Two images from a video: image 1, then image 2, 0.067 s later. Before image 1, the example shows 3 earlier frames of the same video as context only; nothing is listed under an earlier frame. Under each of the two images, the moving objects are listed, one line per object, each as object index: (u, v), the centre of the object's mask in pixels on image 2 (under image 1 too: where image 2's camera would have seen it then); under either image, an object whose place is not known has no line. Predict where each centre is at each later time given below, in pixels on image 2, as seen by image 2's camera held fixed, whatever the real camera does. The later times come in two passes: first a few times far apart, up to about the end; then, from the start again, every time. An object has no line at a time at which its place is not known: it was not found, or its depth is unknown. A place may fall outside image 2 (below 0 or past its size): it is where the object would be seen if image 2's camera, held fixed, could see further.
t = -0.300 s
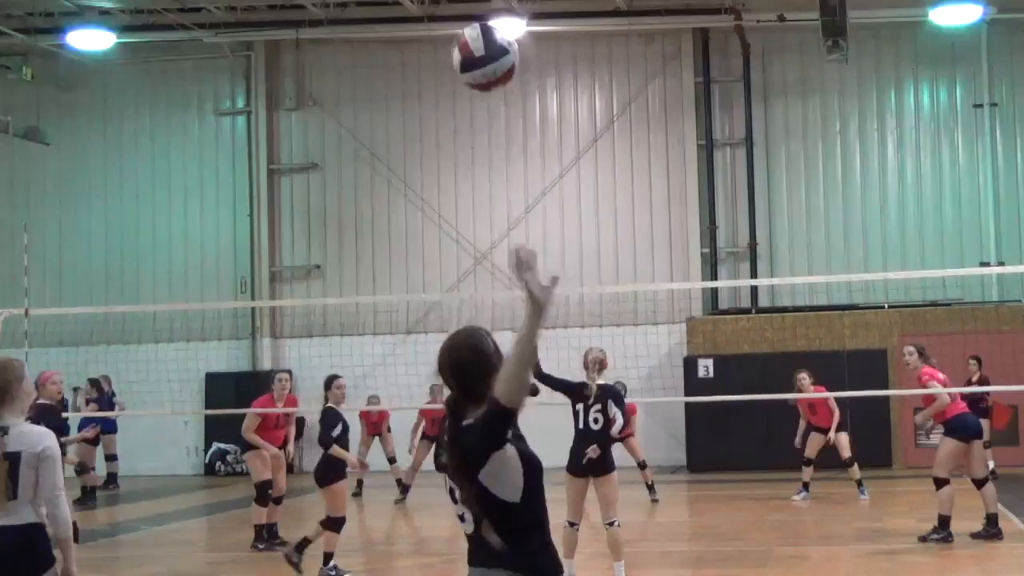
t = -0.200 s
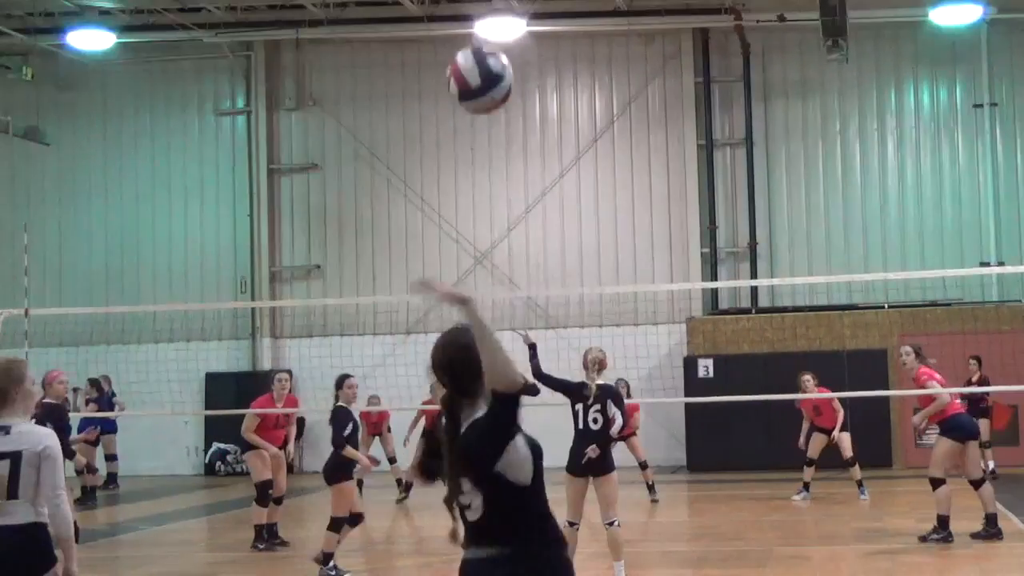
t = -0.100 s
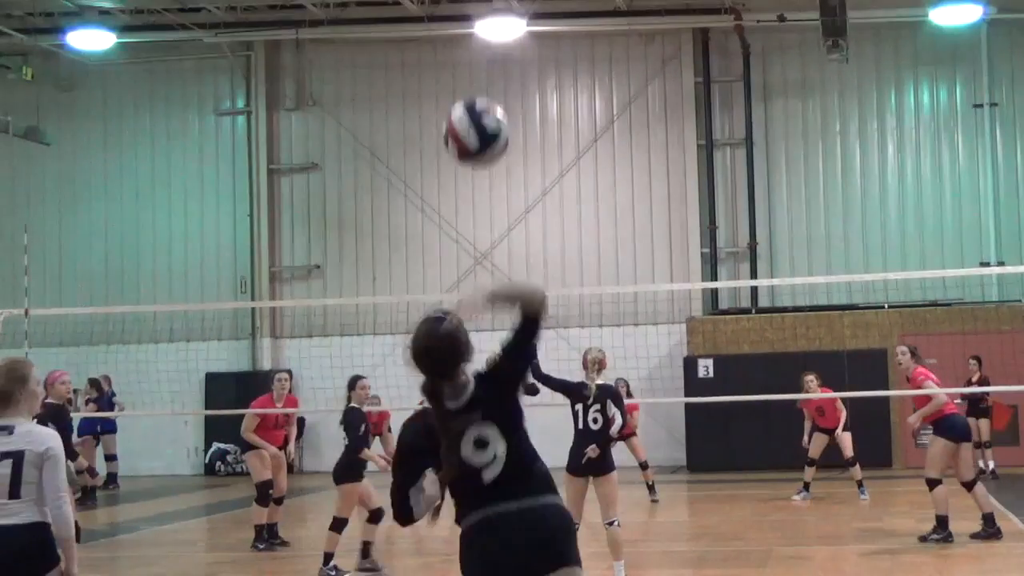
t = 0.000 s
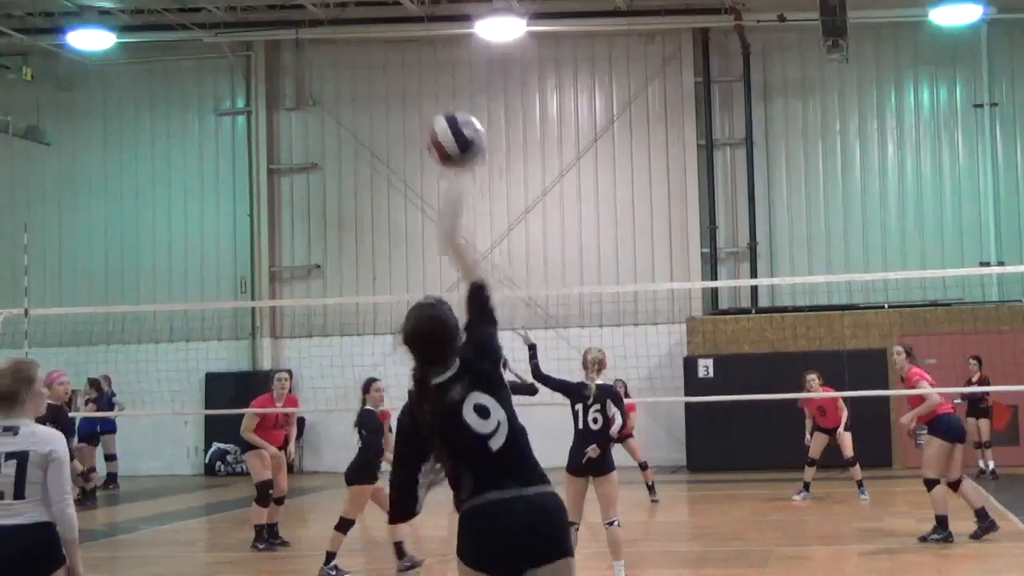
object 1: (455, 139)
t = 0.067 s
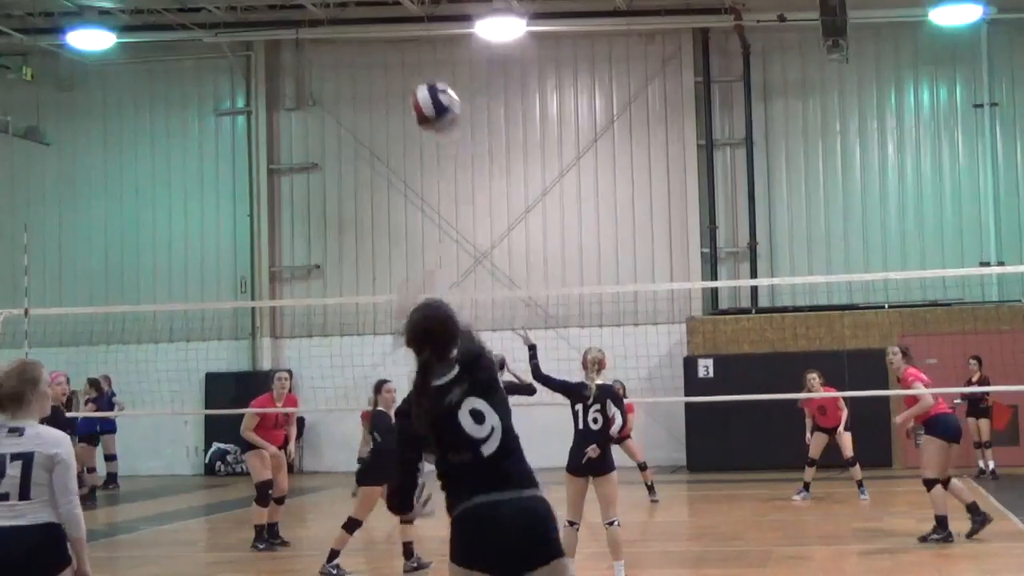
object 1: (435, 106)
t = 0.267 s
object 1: (387, 83)
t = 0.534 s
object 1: (352, 125)
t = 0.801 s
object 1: (335, 204)
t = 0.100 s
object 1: (426, 97)
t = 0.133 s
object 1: (418, 90)
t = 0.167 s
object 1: (408, 86)
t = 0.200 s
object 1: (401, 83)
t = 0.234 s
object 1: (393, 83)
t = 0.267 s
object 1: (387, 83)
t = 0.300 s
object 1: (381, 85)
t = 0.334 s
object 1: (375, 88)
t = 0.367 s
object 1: (370, 93)
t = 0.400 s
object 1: (365, 98)
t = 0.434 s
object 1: (361, 103)
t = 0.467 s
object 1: (358, 110)
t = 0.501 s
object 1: (355, 117)
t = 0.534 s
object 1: (352, 125)
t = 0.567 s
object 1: (349, 133)
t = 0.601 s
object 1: (347, 142)
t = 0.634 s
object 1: (345, 151)
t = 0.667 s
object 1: (343, 160)
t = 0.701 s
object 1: (341, 171)
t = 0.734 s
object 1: (338, 181)
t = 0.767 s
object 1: (338, 191)
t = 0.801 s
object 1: (335, 204)
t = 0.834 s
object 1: (334, 217)
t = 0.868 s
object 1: (331, 228)
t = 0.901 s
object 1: (330, 240)
